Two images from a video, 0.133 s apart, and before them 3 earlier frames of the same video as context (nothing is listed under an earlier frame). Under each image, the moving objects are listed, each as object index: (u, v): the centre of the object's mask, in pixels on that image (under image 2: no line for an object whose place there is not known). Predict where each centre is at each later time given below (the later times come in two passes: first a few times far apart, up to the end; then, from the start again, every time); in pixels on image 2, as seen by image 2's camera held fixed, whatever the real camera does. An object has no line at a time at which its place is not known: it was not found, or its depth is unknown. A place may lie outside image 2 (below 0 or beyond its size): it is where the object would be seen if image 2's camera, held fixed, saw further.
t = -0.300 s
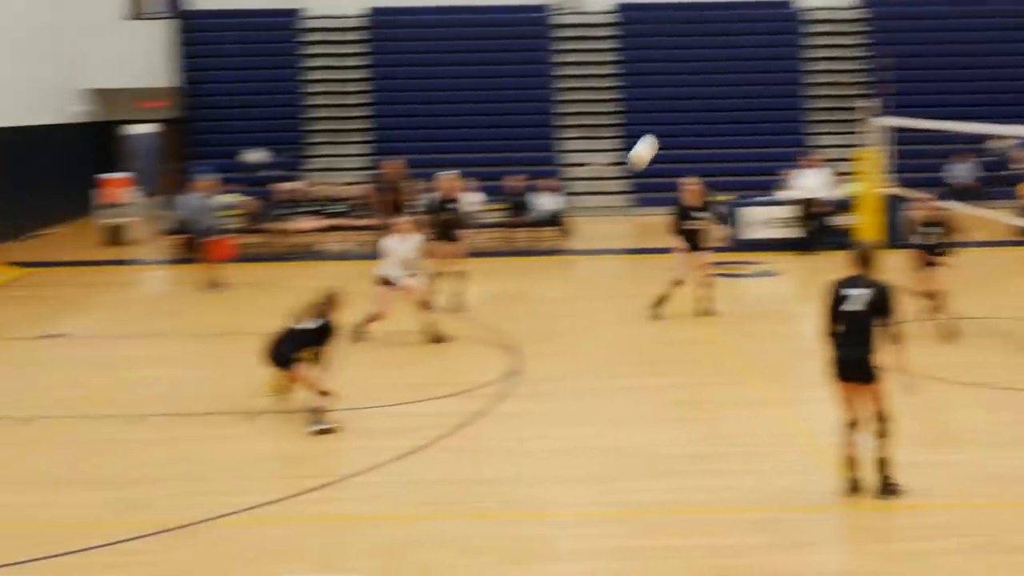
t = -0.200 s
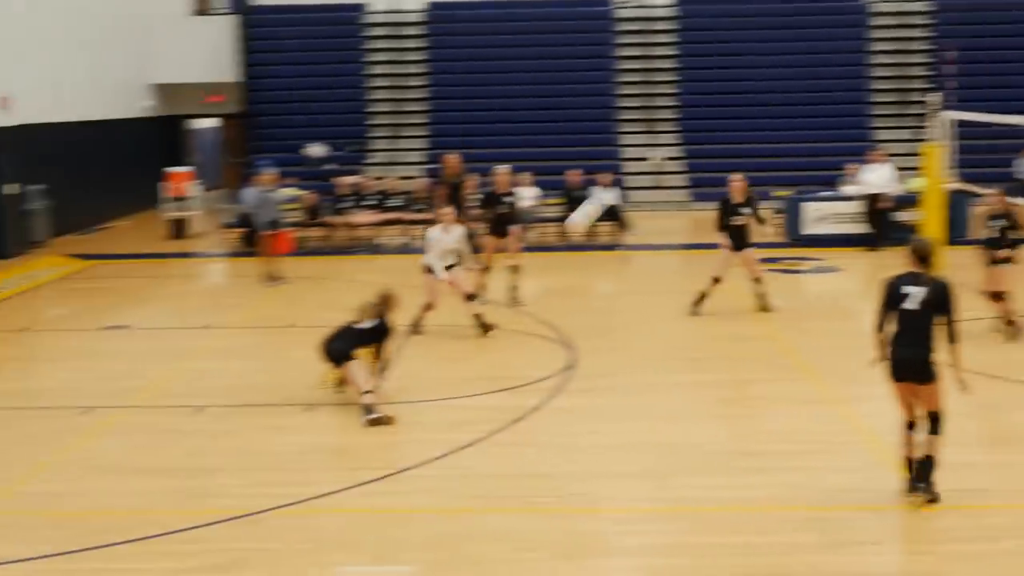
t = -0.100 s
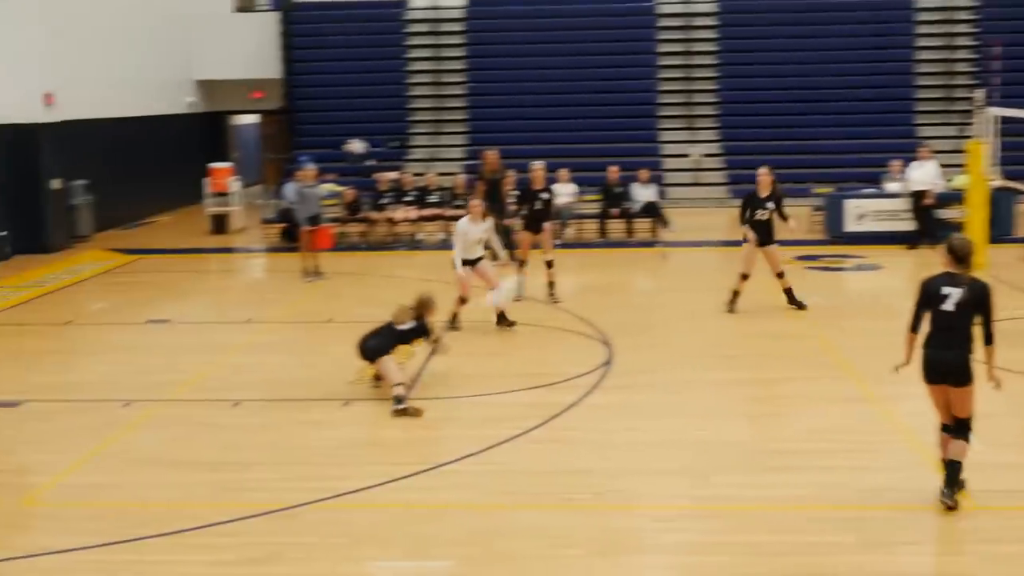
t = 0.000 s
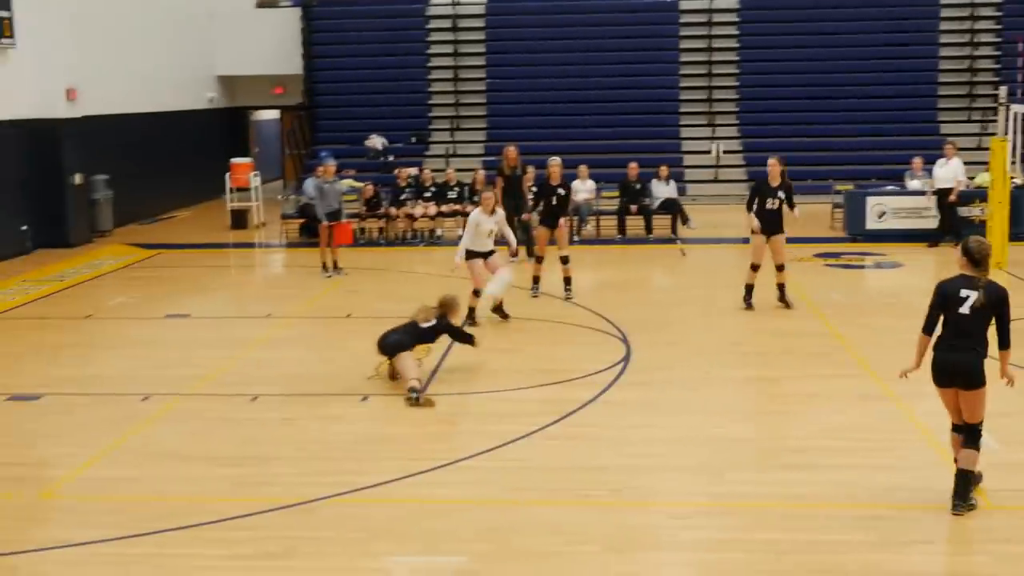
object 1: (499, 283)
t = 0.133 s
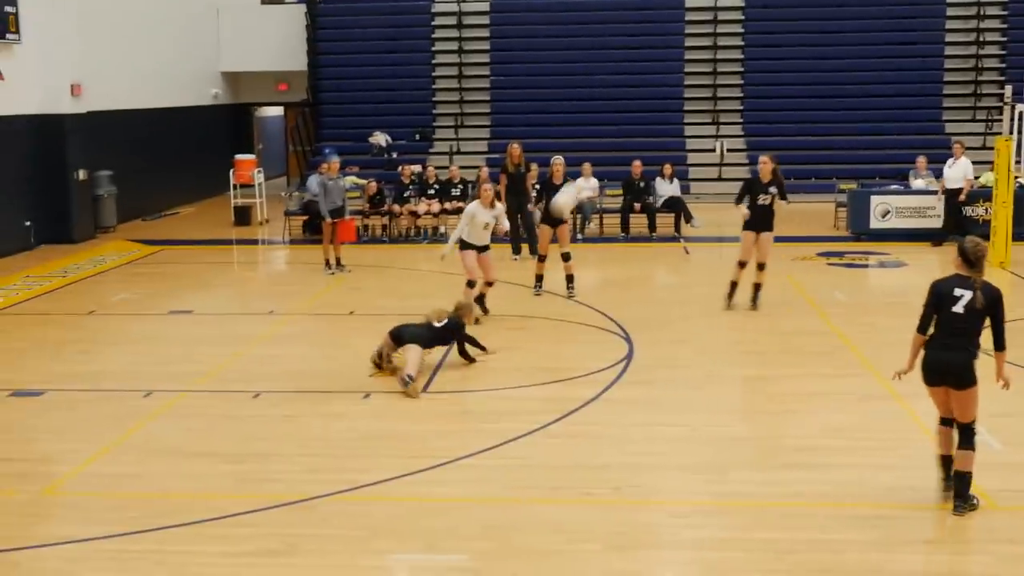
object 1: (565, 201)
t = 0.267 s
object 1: (632, 130)
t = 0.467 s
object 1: (725, 62)
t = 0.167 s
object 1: (583, 179)
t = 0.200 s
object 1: (600, 161)
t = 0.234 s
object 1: (615, 146)
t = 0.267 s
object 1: (632, 130)
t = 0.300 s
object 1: (648, 116)
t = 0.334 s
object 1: (664, 102)
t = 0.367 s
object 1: (679, 91)
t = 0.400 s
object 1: (695, 80)
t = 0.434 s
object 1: (710, 71)
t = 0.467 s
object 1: (725, 62)
